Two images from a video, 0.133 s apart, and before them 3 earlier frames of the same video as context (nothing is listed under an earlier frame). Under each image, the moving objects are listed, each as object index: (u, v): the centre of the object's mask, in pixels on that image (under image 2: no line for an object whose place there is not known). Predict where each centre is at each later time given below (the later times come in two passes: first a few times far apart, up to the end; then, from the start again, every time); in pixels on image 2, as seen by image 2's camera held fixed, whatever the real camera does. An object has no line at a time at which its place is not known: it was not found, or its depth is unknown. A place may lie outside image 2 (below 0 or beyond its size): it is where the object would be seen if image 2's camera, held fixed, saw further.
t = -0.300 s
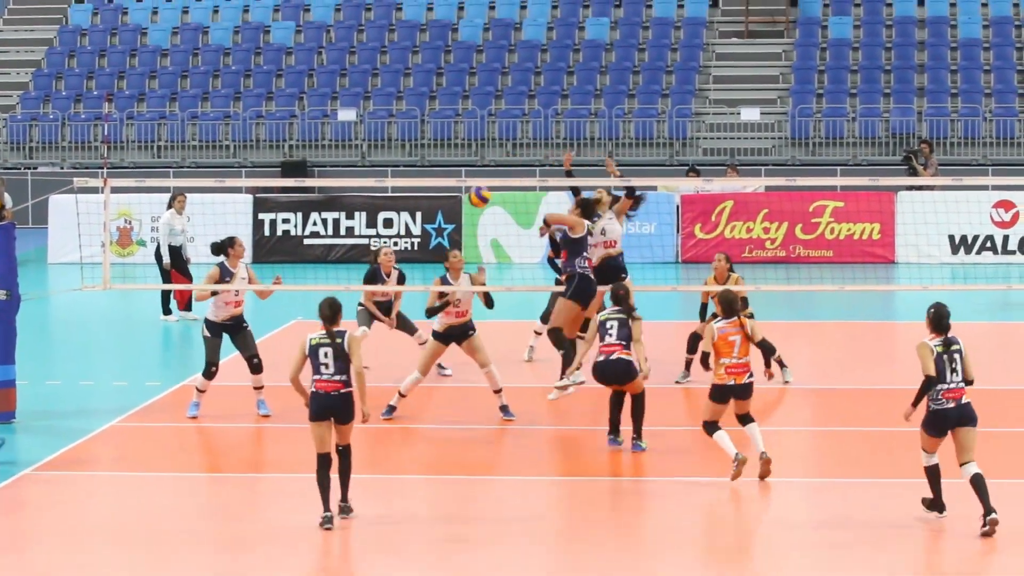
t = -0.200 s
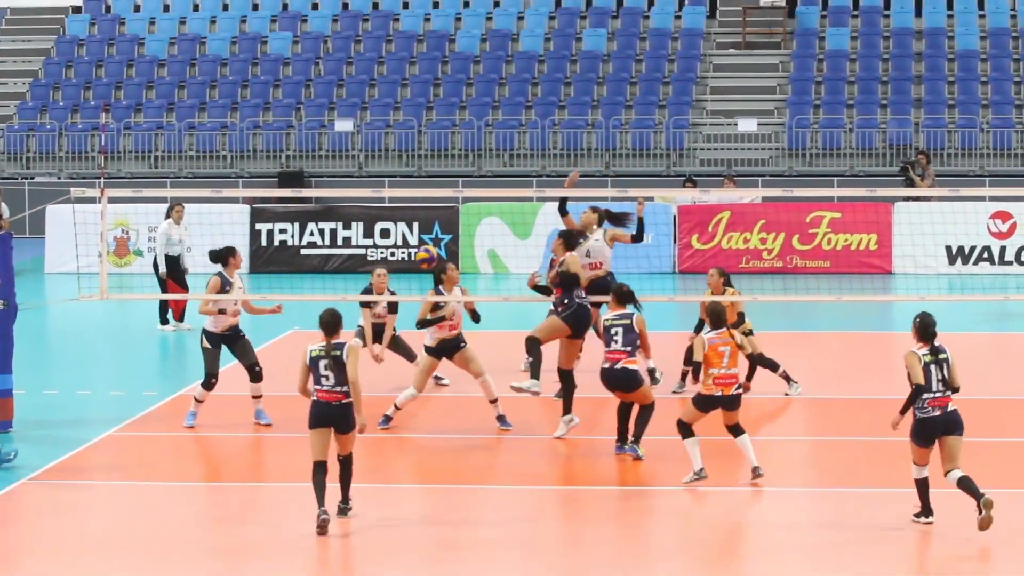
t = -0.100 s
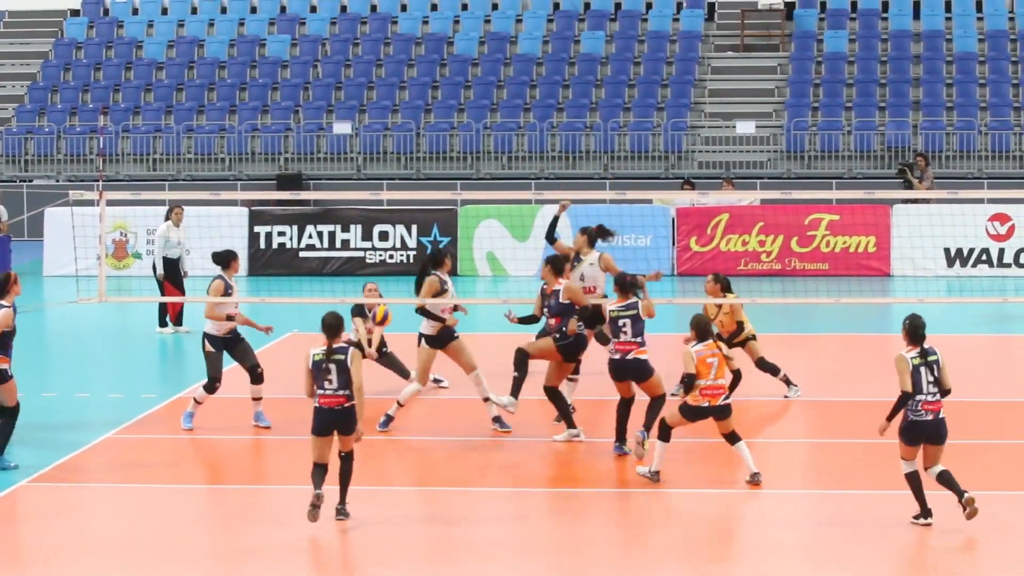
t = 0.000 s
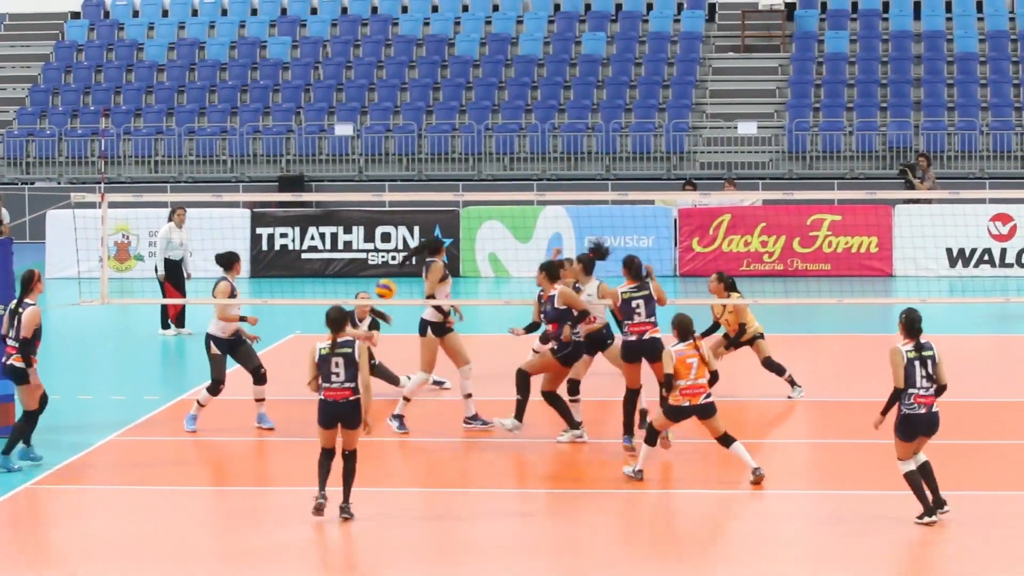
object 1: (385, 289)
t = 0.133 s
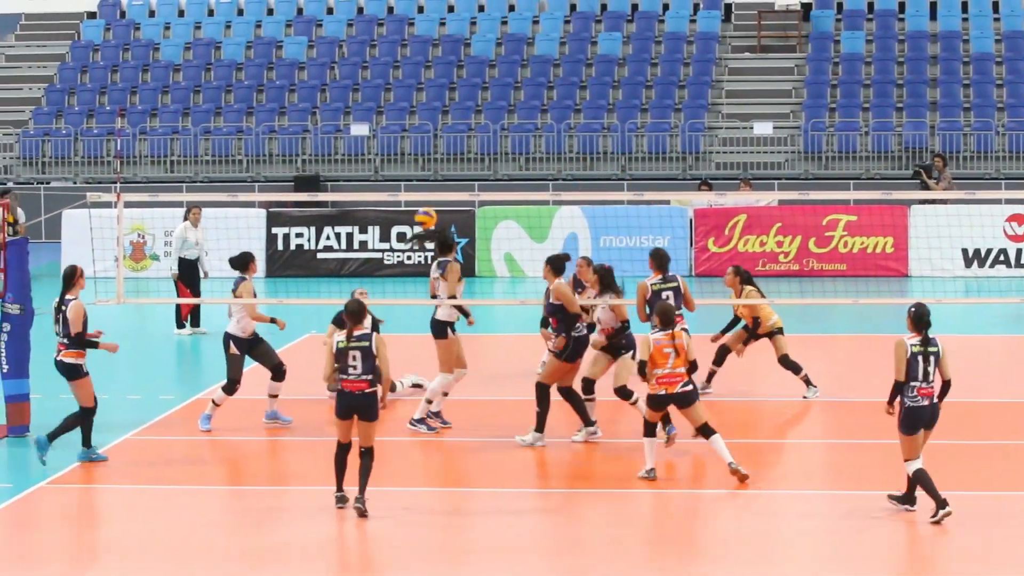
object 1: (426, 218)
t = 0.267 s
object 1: (454, 163)
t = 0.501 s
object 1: (501, 107)
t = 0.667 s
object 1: (531, 96)
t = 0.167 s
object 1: (433, 206)
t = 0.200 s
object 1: (439, 186)
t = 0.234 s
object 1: (447, 176)
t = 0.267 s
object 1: (454, 163)
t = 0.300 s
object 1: (460, 151)
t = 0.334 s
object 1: (468, 141)
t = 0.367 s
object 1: (474, 133)
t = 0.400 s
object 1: (481, 124)
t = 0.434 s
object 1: (487, 117)
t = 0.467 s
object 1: (495, 111)
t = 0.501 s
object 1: (501, 107)
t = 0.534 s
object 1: (508, 102)
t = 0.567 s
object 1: (514, 99)
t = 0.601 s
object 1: (520, 97)
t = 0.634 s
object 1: (526, 95)
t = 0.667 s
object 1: (531, 96)
